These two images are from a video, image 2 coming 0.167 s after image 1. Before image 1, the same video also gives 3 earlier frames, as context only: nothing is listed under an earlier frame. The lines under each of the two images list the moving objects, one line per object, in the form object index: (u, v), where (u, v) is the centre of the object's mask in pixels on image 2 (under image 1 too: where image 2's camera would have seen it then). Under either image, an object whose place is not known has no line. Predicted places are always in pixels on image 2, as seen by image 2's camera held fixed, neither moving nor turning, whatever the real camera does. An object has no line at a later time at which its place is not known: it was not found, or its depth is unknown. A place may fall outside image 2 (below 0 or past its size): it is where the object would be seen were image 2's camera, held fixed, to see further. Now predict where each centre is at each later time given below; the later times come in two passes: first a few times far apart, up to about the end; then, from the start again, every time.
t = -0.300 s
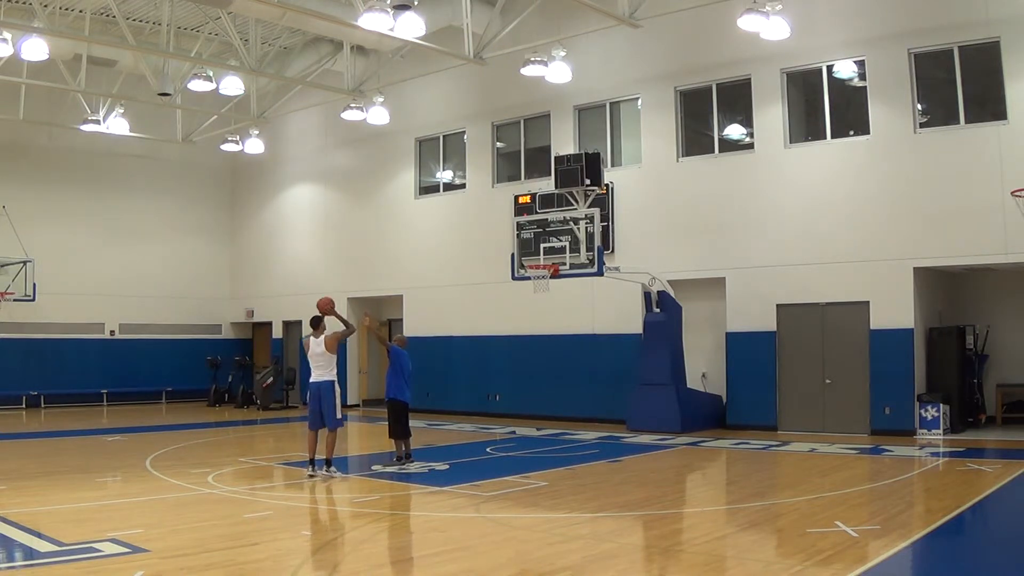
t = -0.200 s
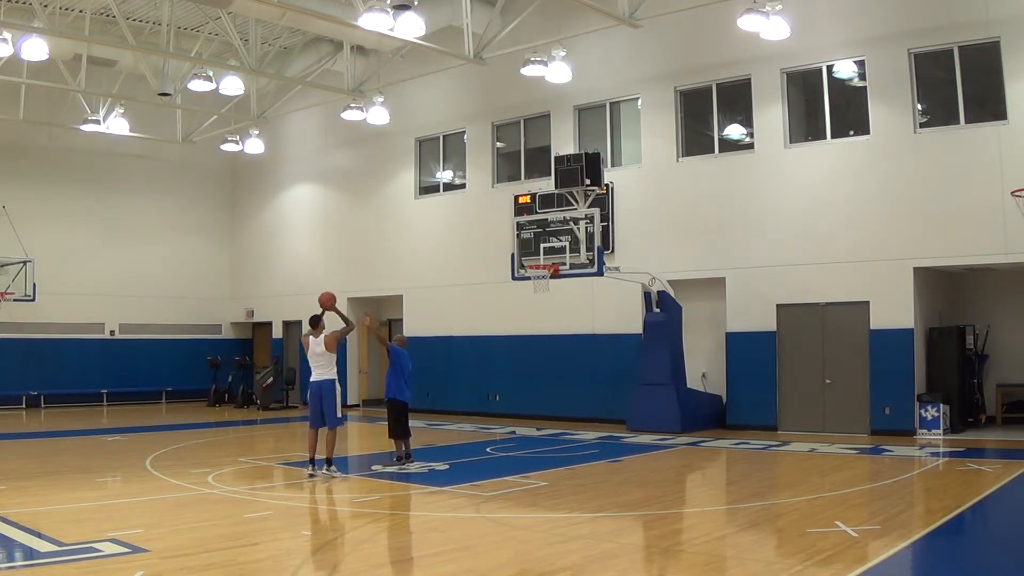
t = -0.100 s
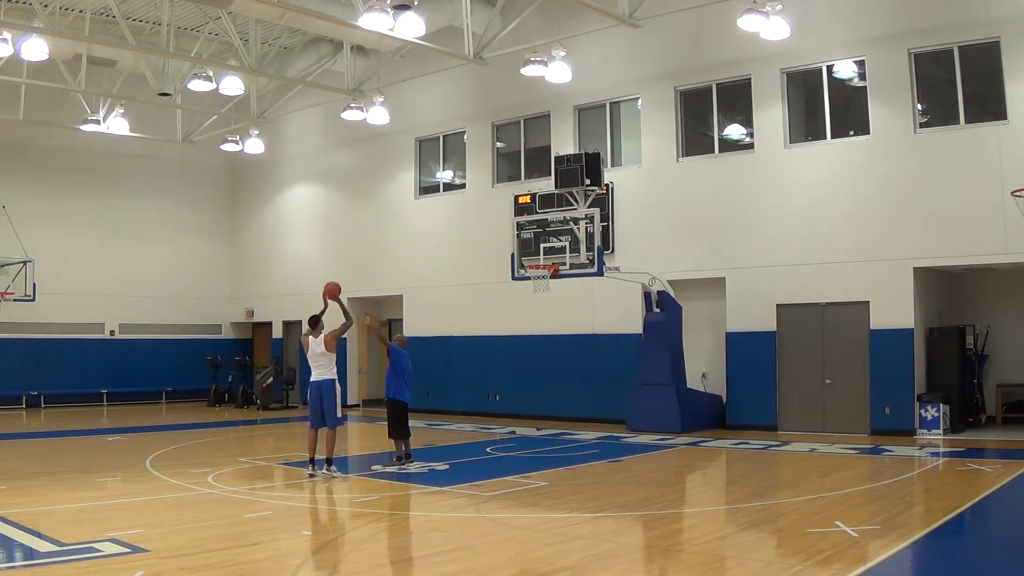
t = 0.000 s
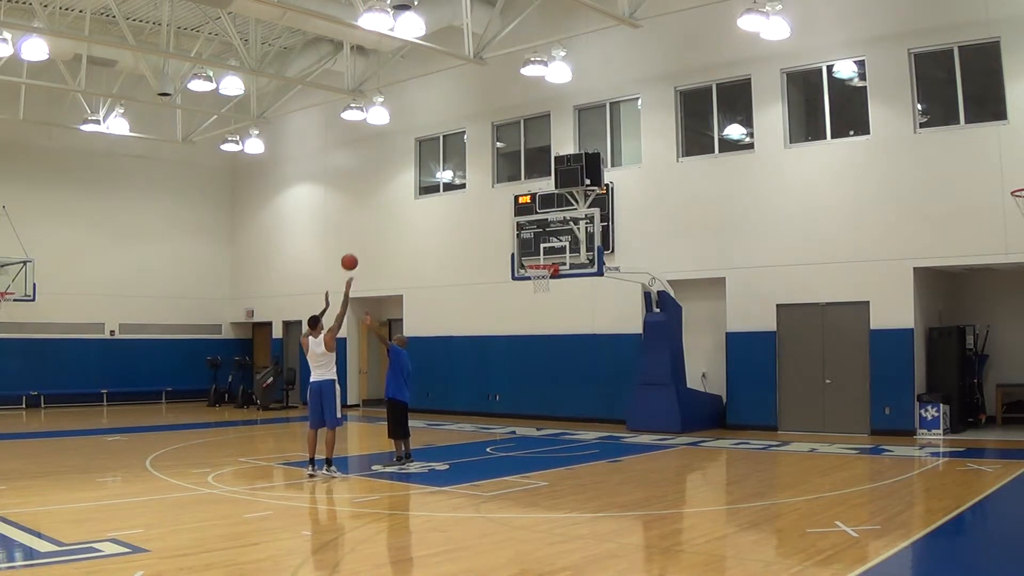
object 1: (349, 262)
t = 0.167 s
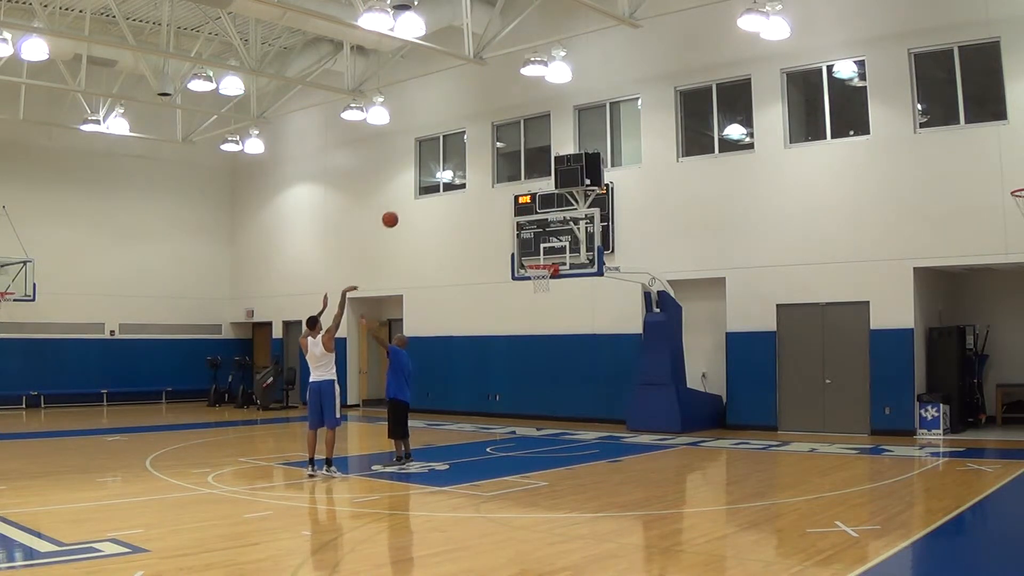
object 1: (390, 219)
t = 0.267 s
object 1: (413, 204)
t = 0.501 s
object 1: (462, 195)
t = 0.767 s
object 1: (513, 224)
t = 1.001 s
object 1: (536, 272)
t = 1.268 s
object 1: (536, 280)
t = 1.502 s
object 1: (544, 307)
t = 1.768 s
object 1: (553, 374)
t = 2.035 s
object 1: (561, 415)
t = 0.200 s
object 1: (398, 213)
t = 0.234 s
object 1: (405, 208)
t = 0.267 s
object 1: (413, 204)
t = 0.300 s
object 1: (420, 200)
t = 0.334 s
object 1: (427, 197)
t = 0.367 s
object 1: (434, 196)
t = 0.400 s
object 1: (442, 194)
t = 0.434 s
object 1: (449, 194)
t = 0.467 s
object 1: (456, 194)
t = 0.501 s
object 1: (462, 195)
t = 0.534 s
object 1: (469, 196)
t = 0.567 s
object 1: (475, 198)
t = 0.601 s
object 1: (482, 201)
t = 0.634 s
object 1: (488, 204)
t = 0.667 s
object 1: (495, 208)
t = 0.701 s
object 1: (501, 213)
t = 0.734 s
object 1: (507, 218)
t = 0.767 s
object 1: (513, 224)
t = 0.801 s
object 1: (519, 230)
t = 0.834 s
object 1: (525, 236)
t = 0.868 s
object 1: (531, 244)
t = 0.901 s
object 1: (537, 252)
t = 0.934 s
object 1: (543, 260)
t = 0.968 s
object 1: (542, 262)
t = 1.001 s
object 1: (536, 272)
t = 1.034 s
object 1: (532, 274)
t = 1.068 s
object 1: (531, 274)
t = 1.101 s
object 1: (532, 273)
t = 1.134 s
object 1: (532, 273)
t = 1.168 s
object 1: (533, 273)
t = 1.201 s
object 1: (534, 273)
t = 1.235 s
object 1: (535, 277)
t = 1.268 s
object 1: (536, 280)
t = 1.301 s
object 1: (537, 282)
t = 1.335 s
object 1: (538, 283)
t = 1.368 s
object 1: (539, 287)
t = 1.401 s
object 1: (540, 291)
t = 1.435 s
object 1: (541, 296)
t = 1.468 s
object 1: (542, 301)
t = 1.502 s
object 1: (544, 307)
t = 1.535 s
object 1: (545, 313)
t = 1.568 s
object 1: (546, 320)
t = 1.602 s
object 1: (547, 327)
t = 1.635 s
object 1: (548, 335)
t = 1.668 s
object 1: (549, 344)
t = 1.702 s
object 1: (551, 353)
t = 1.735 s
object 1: (552, 363)
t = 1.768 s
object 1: (553, 374)
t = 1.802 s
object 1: (554, 385)
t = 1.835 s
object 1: (555, 396)
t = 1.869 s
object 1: (556, 409)
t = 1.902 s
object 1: (557, 422)
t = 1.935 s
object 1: (559, 436)
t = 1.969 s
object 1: (559, 435)
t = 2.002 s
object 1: (560, 424)
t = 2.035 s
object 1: (561, 415)
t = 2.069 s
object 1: (562, 405)
